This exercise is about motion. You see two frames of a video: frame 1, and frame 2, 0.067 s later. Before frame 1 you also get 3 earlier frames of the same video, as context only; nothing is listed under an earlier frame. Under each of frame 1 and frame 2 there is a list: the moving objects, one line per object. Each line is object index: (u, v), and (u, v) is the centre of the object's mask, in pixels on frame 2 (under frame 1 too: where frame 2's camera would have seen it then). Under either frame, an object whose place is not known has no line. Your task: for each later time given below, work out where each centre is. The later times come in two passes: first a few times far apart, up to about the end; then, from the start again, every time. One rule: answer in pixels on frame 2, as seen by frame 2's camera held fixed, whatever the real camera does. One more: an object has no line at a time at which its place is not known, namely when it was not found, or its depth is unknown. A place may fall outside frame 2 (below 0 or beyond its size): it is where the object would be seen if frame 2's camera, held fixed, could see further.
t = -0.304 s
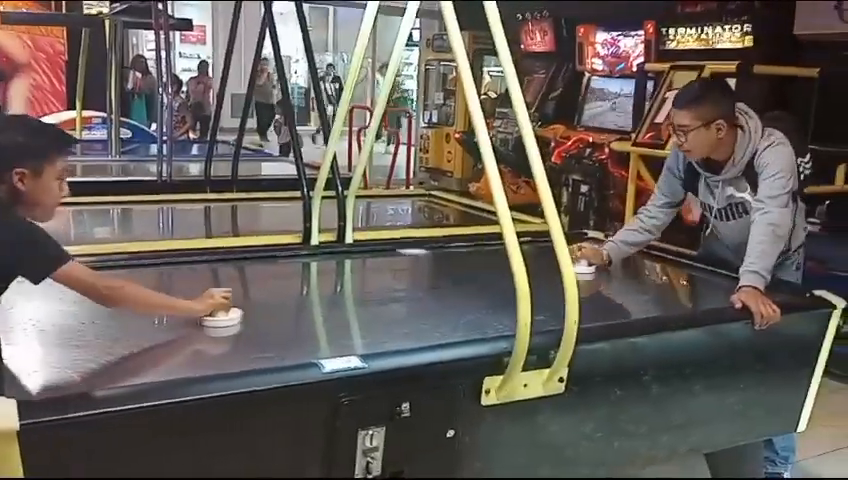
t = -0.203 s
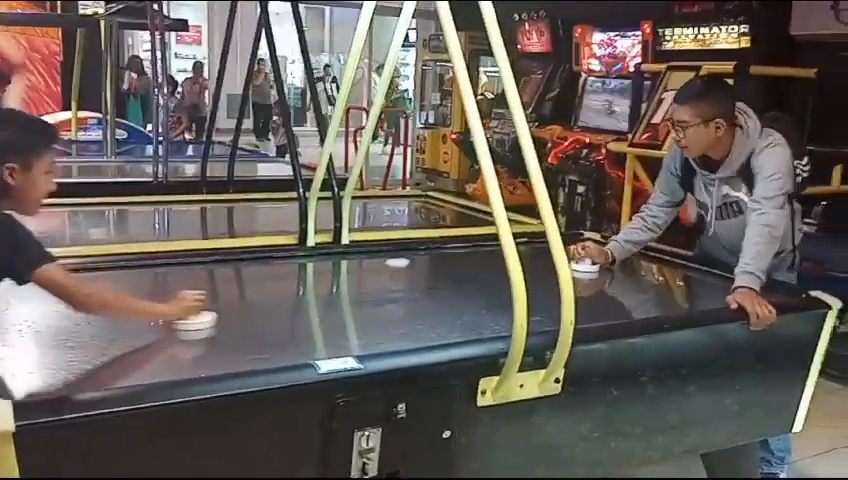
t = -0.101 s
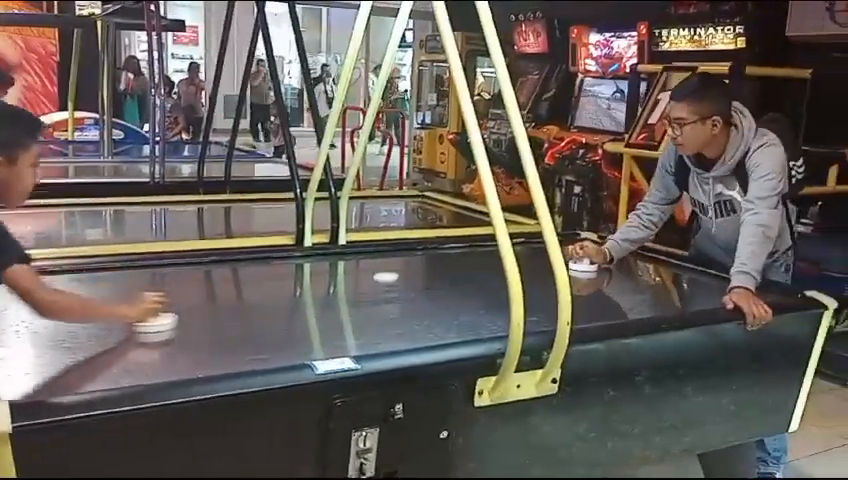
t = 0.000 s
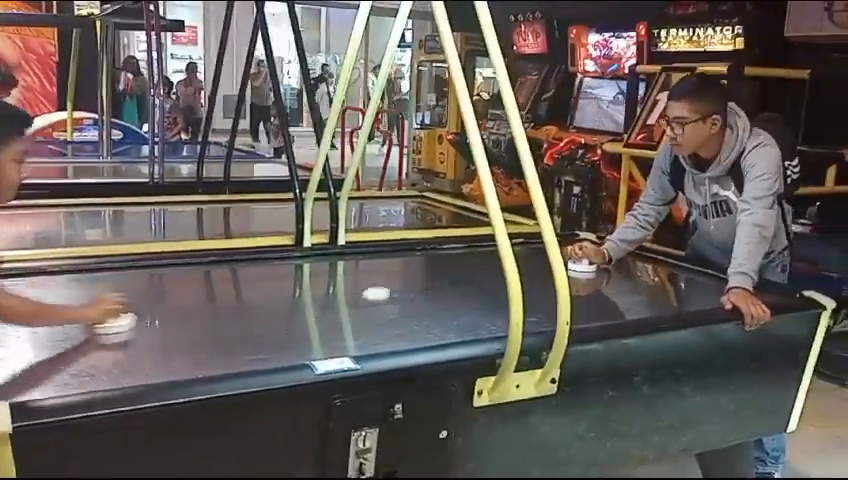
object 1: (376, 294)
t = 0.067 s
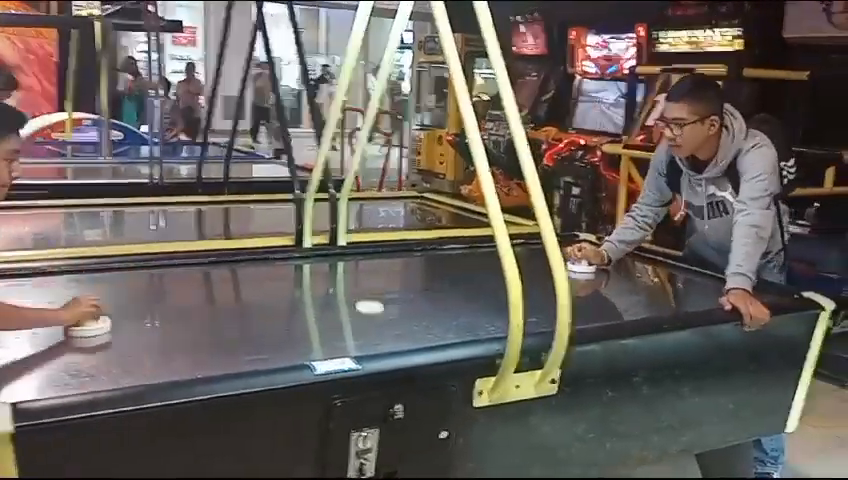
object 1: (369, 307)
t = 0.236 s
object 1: (349, 347)
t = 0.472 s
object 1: (260, 339)
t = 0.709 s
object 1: (170, 314)
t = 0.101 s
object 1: (366, 314)
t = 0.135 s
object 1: (362, 321)
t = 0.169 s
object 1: (358, 329)
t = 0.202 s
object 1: (355, 337)
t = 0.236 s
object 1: (349, 347)
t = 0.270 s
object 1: (344, 353)
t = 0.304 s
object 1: (329, 356)
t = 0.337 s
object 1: (317, 354)
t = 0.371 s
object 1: (304, 351)
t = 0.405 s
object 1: (289, 347)
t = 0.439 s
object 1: (275, 344)
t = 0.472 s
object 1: (260, 339)
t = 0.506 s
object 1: (246, 335)
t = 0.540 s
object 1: (233, 331)
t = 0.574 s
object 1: (220, 328)
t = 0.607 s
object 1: (207, 324)
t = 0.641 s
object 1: (195, 321)
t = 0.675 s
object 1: (182, 317)
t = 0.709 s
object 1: (170, 314)
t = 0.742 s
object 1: (159, 310)
